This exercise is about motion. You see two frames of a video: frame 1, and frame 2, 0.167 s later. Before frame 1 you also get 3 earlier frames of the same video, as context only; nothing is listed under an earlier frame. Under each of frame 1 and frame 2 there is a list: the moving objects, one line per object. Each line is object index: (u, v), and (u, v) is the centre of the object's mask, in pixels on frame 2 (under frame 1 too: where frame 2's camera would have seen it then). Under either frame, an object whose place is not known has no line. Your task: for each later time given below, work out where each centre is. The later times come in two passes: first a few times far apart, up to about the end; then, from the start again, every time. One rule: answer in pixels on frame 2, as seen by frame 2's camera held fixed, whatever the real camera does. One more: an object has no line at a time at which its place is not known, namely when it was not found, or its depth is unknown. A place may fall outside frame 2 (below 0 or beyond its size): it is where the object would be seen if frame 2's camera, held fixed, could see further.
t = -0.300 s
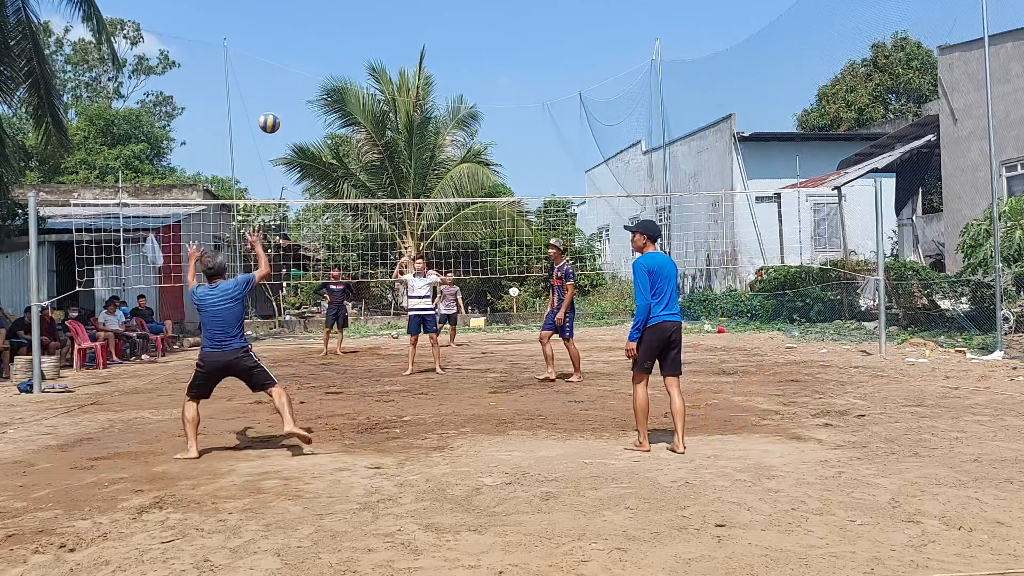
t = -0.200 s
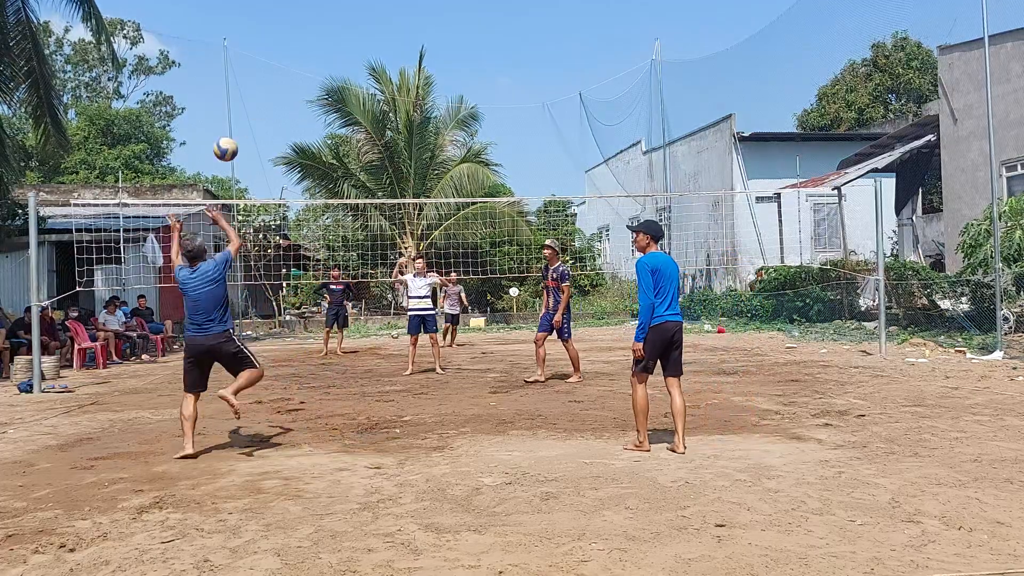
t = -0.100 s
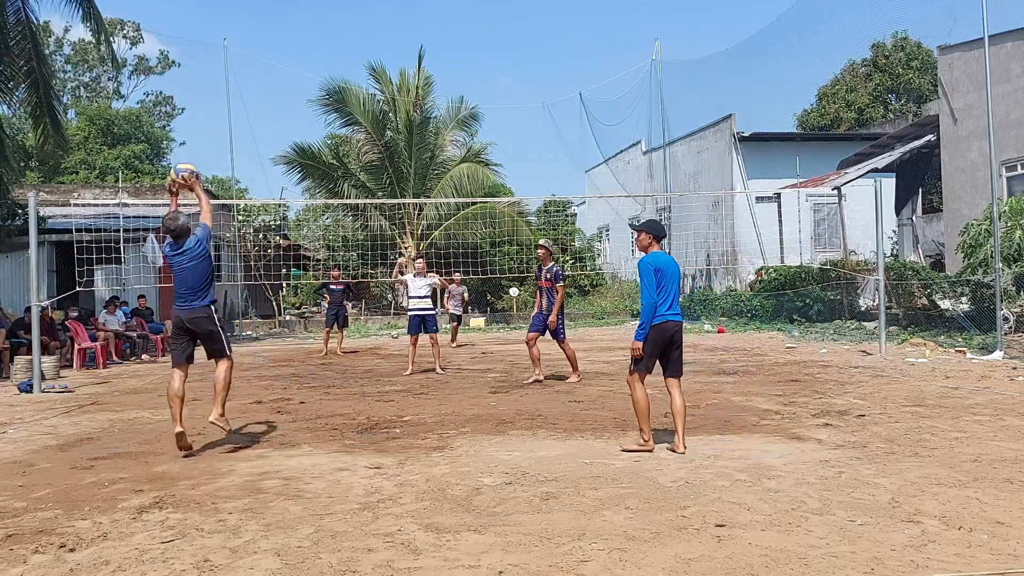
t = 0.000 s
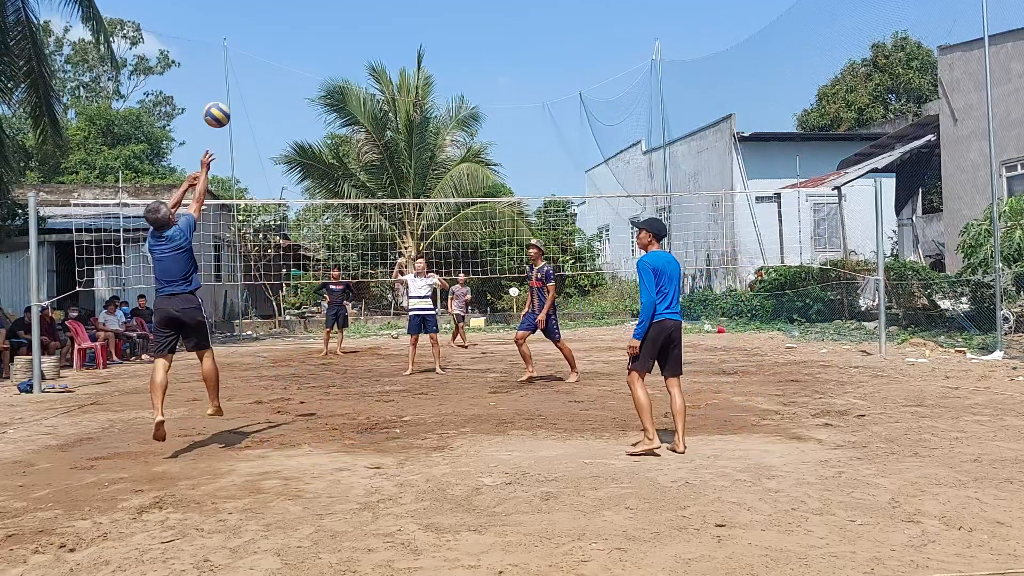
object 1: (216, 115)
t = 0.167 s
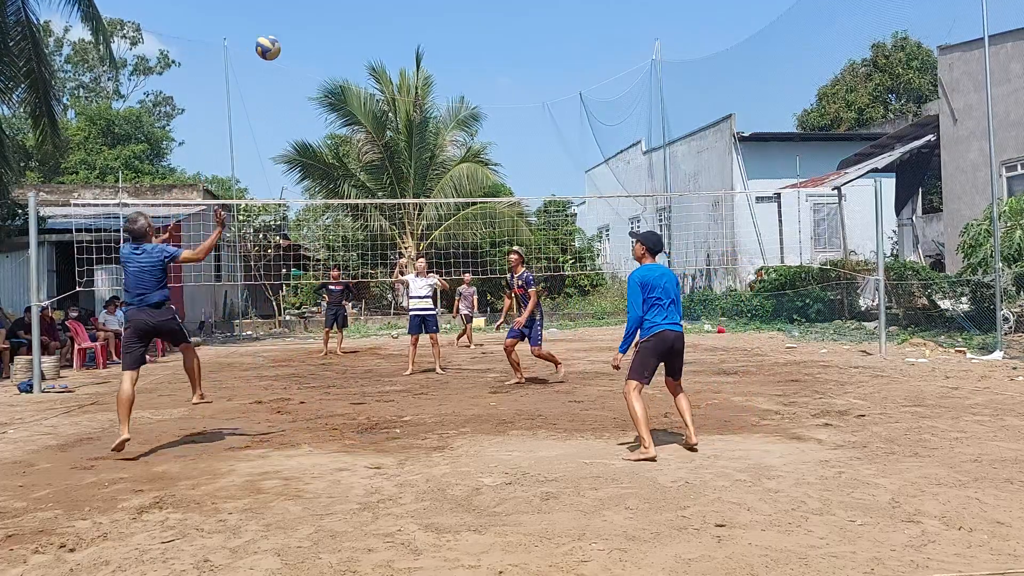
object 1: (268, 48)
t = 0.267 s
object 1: (296, 26)
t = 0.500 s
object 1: (357, 18)
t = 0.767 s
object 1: (419, 77)
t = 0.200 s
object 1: (277, 39)
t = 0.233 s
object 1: (287, 31)
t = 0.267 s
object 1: (296, 26)
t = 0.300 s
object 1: (305, 21)
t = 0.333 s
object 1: (314, 17)
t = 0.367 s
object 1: (323, 15)
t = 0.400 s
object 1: (331, 14)
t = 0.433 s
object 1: (340, 15)
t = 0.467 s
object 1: (348, 16)
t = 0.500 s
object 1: (357, 18)
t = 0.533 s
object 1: (365, 22)
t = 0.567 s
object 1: (373, 27)
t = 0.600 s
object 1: (381, 32)
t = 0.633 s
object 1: (389, 39)
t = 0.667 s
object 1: (397, 47)
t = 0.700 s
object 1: (404, 56)
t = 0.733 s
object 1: (412, 66)
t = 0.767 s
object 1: (419, 77)
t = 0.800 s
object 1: (426, 88)
